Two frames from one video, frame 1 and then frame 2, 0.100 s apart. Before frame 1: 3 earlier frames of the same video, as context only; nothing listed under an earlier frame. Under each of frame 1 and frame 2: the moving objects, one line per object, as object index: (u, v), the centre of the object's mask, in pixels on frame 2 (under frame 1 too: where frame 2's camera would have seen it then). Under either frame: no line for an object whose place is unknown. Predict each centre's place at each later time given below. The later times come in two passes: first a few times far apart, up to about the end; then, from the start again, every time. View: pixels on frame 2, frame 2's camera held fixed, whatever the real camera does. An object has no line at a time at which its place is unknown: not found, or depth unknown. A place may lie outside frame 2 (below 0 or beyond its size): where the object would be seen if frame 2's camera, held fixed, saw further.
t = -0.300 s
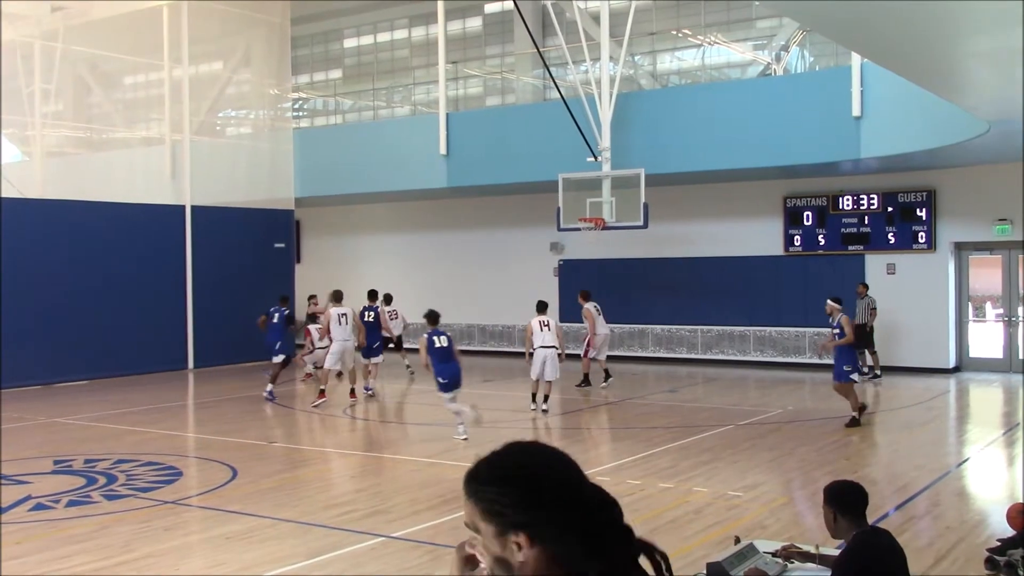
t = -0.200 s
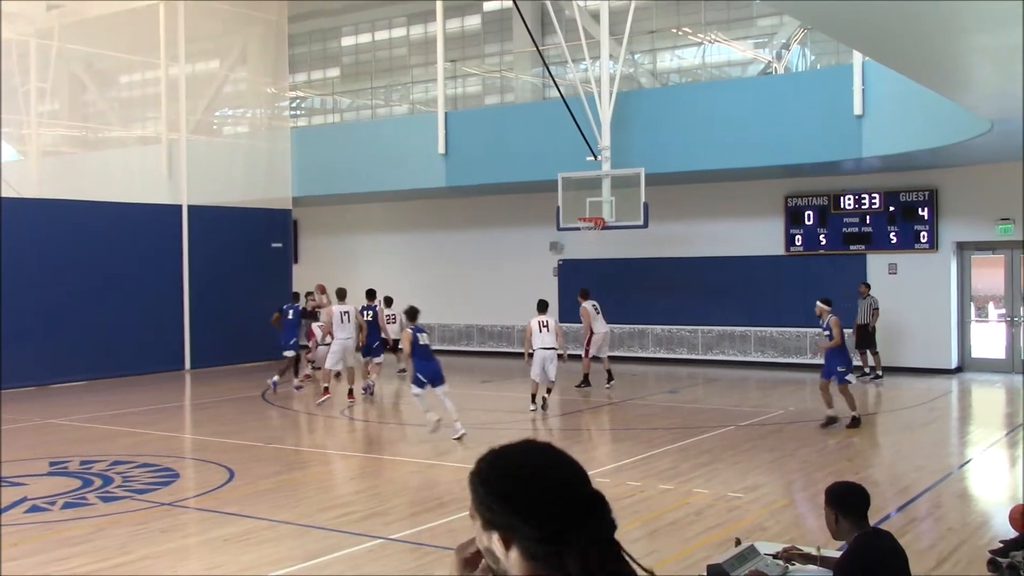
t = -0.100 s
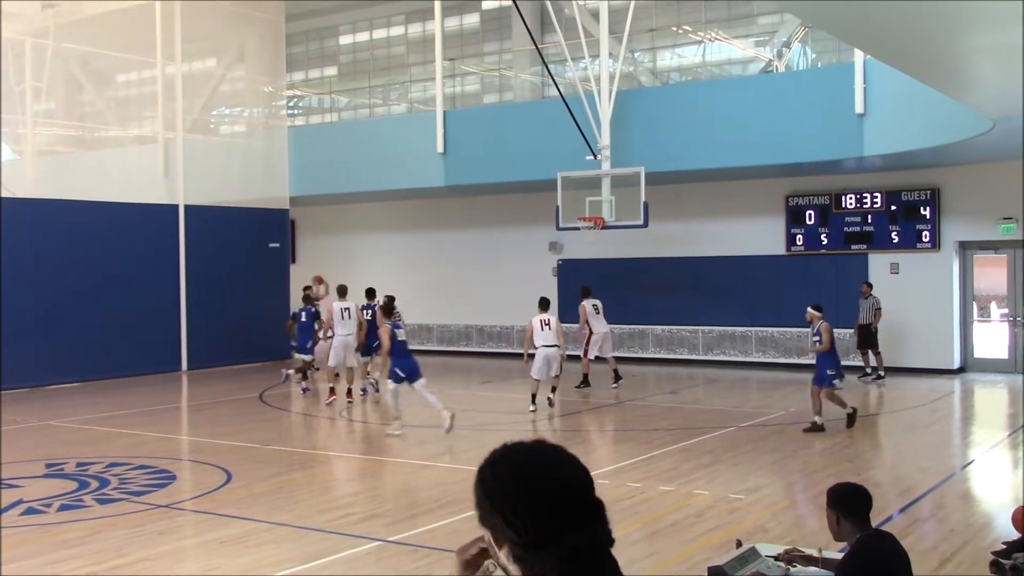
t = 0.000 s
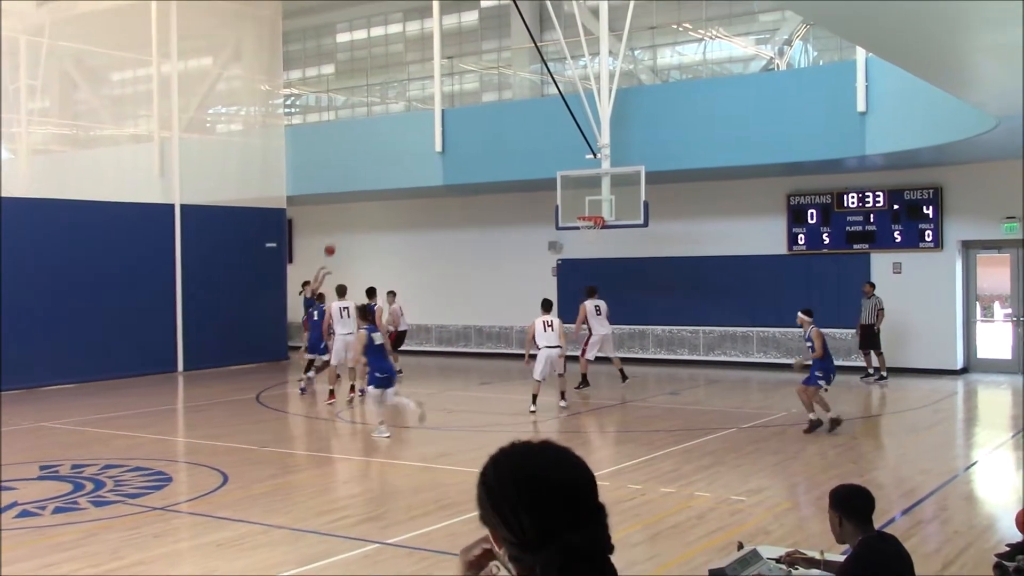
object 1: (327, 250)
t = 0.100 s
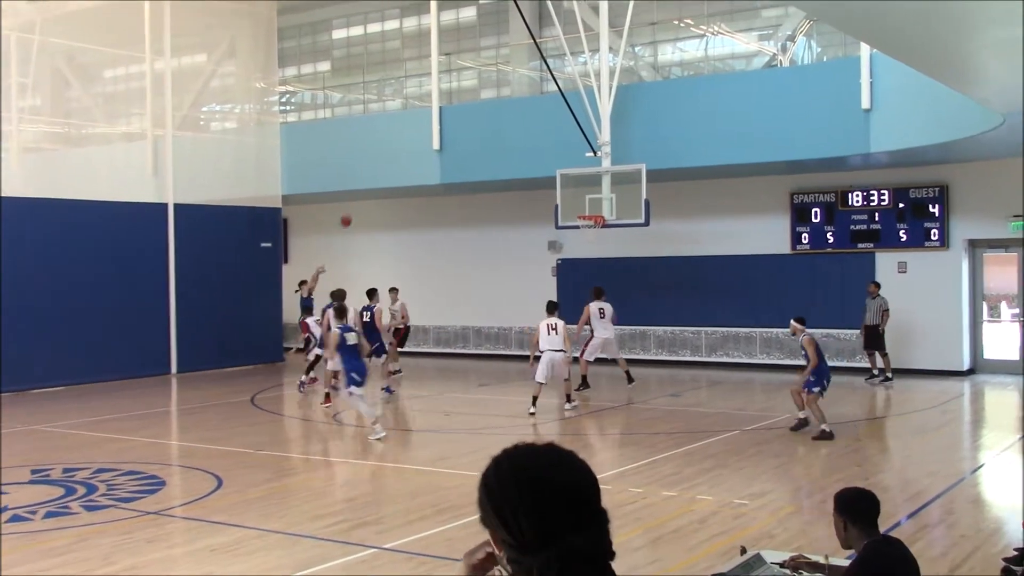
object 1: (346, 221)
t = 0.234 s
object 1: (371, 188)
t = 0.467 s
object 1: (418, 149)
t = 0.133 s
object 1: (352, 212)
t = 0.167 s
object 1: (358, 203)
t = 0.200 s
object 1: (364, 196)
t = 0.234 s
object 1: (371, 188)
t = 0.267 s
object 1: (378, 180)
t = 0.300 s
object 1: (384, 175)
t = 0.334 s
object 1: (391, 169)
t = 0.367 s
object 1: (397, 163)
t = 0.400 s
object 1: (404, 158)
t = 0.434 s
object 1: (411, 153)
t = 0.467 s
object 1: (418, 149)
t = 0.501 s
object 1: (425, 146)
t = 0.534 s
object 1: (433, 142)
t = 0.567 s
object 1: (440, 139)
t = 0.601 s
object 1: (447, 136)
